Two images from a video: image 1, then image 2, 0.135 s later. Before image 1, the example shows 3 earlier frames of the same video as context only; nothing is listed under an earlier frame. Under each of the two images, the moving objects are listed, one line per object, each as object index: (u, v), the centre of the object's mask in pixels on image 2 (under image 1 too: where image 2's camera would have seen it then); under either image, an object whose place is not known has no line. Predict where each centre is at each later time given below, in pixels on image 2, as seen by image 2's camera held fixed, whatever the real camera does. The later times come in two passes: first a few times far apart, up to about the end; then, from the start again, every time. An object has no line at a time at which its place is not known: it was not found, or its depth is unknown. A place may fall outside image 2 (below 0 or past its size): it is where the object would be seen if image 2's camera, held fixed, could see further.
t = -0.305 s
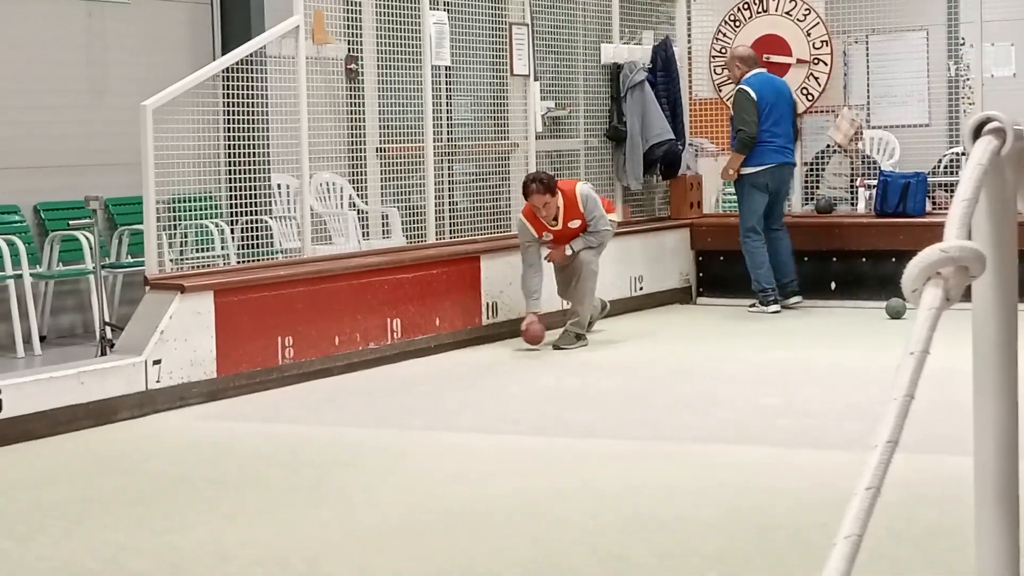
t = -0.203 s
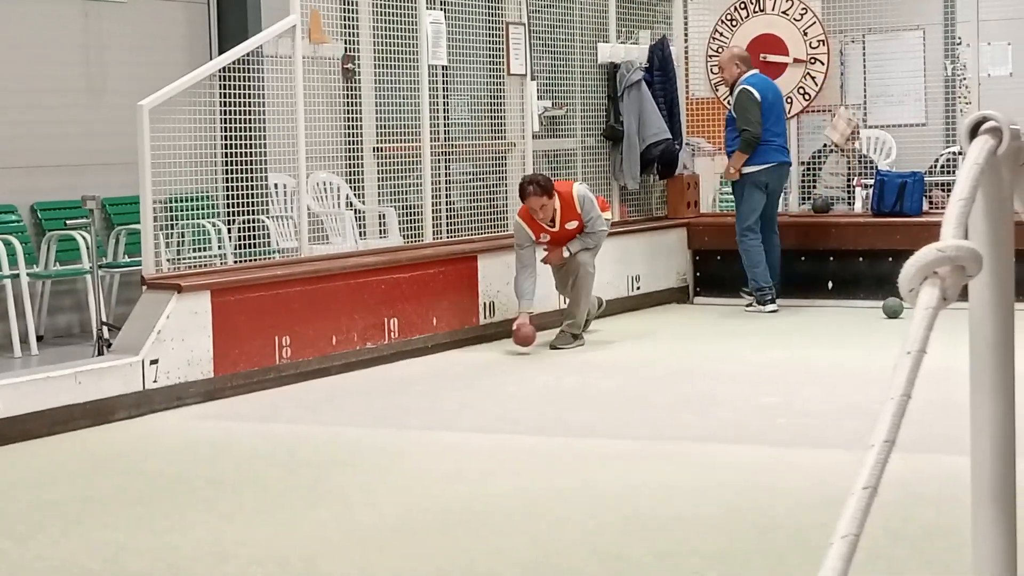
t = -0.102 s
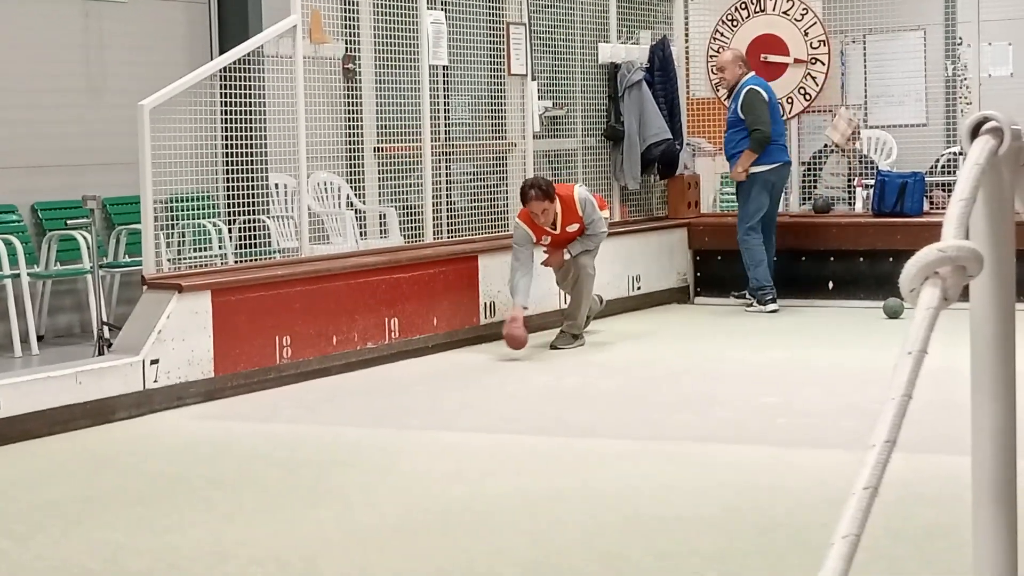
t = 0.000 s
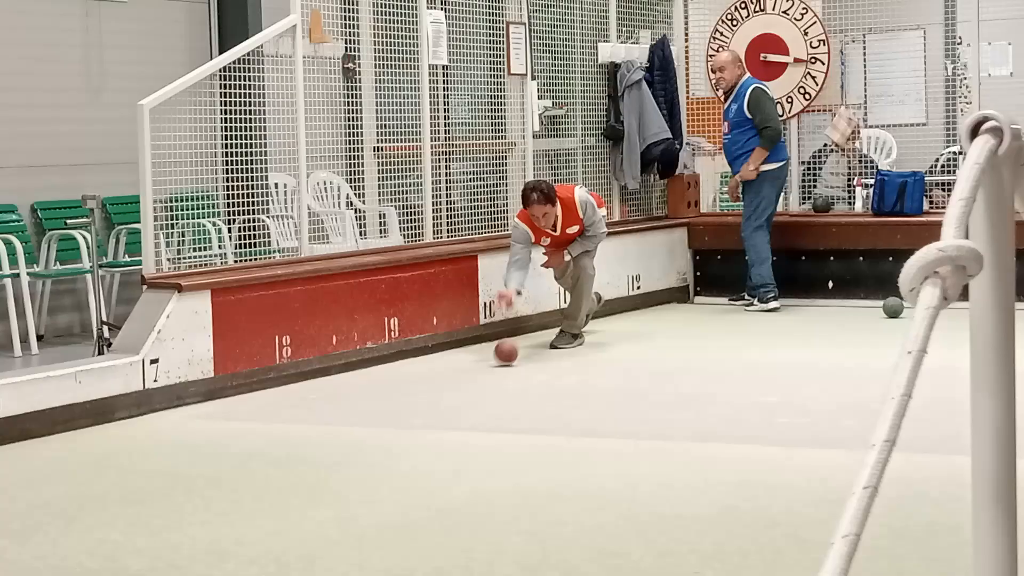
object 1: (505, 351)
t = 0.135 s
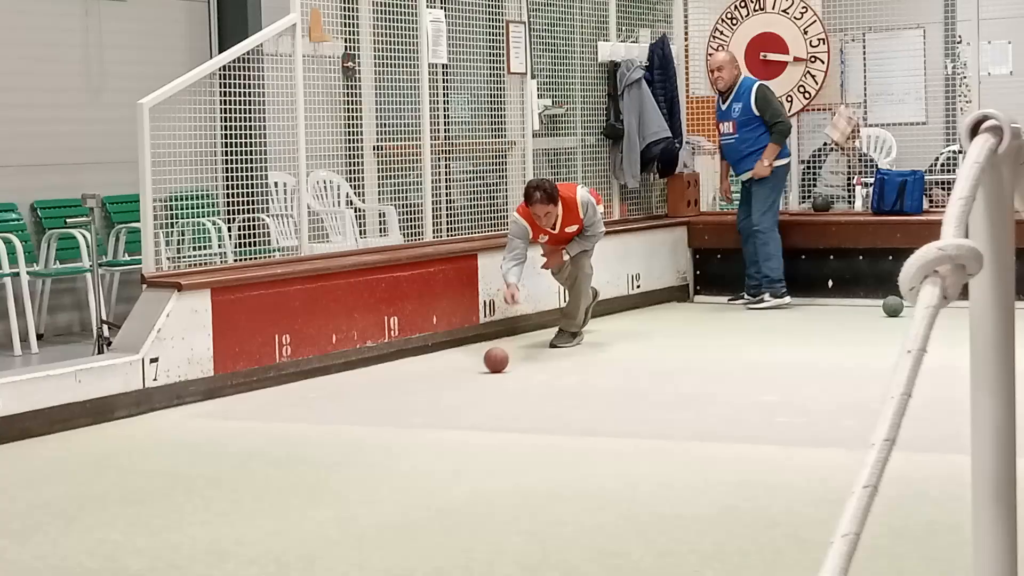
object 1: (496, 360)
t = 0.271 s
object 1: (487, 367)
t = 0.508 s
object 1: (469, 381)
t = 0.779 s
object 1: (447, 398)
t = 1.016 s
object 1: (426, 414)
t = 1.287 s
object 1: (399, 436)
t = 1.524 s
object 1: (372, 457)
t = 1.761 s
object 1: (342, 480)
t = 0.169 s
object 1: (494, 362)
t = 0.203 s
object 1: (491, 363)
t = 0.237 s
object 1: (489, 365)
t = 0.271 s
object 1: (487, 367)
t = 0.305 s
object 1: (484, 369)
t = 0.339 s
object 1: (482, 371)
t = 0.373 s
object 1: (479, 373)
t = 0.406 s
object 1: (477, 374)
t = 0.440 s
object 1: (474, 376)
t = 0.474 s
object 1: (472, 379)
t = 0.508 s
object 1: (469, 381)
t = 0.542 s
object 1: (466, 383)
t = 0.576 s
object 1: (464, 384)
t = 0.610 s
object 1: (461, 387)
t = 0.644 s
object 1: (458, 389)
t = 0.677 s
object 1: (455, 391)
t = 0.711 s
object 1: (452, 393)
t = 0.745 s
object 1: (450, 395)
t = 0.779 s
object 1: (447, 398)
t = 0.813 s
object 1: (444, 400)
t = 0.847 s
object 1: (441, 402)
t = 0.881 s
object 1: (438, 404)
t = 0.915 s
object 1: (435, 407)
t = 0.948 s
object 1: (432, 409)
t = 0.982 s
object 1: (429, 412)
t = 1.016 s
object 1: (426, 414)
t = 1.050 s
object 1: (423, 416)
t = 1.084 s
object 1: (419, 419)
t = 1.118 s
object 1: (416, 422)
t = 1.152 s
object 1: (413, 424)
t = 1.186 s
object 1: (409, 427)
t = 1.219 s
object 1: (406, 430)
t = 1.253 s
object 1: (402, 433)
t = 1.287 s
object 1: (399, 436)
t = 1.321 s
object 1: (395, 439)
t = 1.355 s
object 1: (391, 441)
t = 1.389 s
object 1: (388, 445)
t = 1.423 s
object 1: (384, 448)
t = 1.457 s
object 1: (380, 451)
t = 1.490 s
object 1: (376, 454)
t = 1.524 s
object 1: (372, 457)
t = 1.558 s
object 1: (368, 460)
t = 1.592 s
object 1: (364, 463)
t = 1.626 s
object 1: (360, 466)
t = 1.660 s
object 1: (356, 470)
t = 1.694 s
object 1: (351, 473)
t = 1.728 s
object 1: (347, 477)
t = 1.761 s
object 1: (342, 480)
